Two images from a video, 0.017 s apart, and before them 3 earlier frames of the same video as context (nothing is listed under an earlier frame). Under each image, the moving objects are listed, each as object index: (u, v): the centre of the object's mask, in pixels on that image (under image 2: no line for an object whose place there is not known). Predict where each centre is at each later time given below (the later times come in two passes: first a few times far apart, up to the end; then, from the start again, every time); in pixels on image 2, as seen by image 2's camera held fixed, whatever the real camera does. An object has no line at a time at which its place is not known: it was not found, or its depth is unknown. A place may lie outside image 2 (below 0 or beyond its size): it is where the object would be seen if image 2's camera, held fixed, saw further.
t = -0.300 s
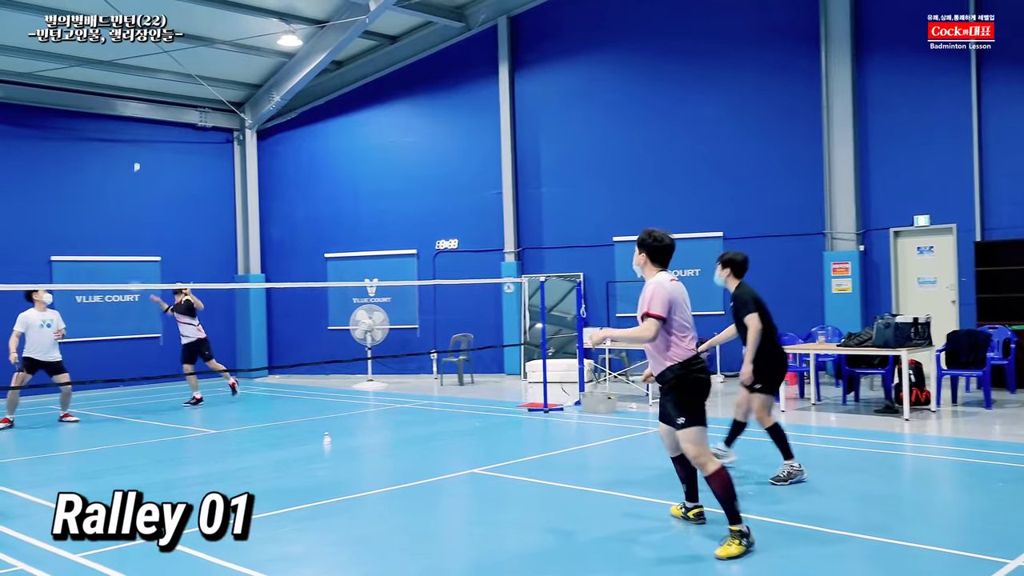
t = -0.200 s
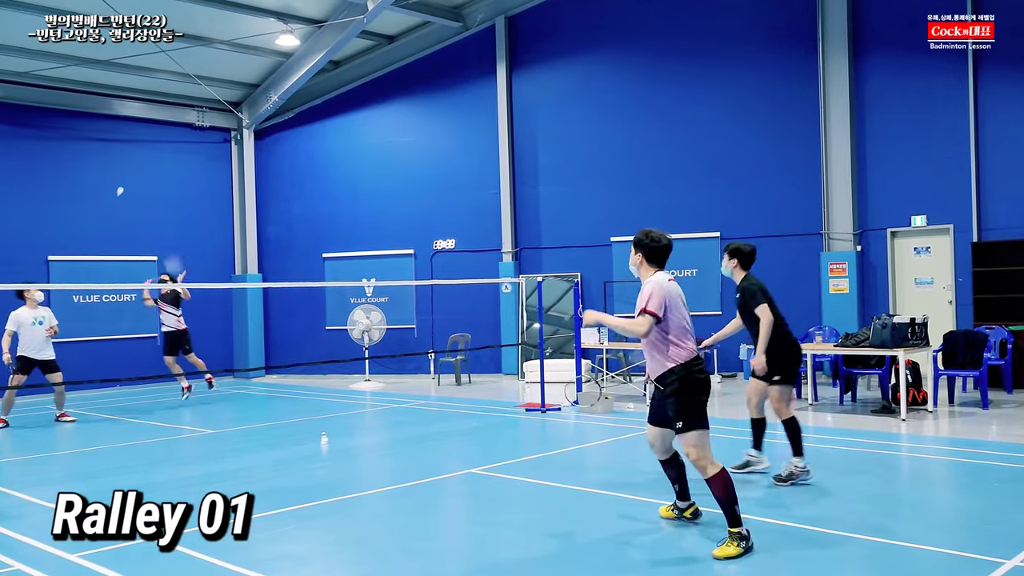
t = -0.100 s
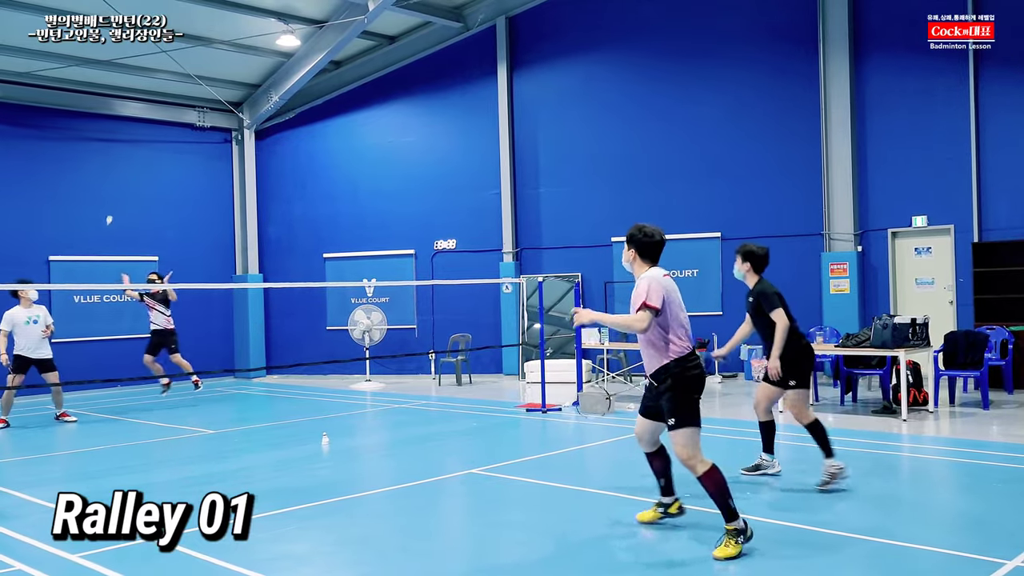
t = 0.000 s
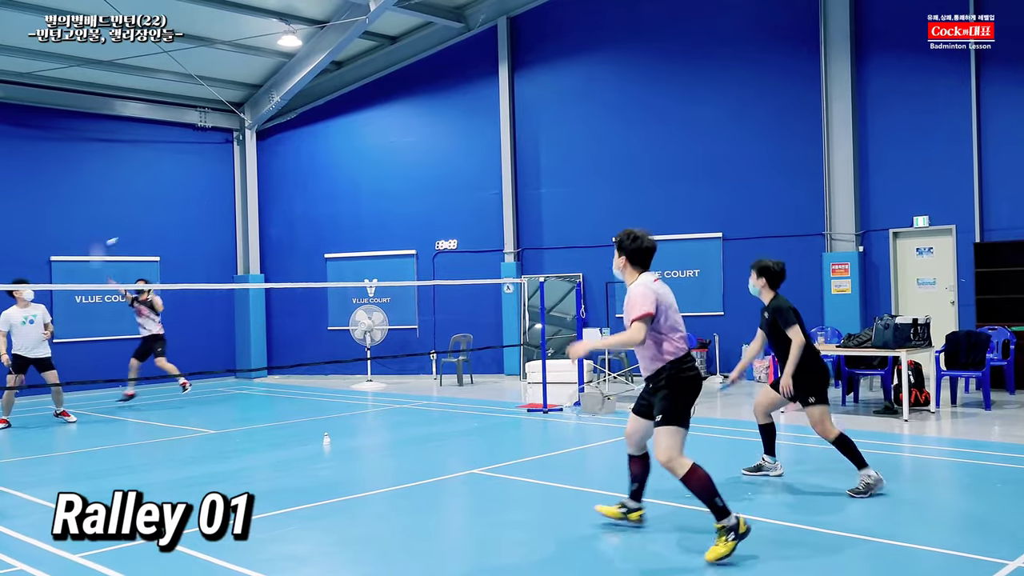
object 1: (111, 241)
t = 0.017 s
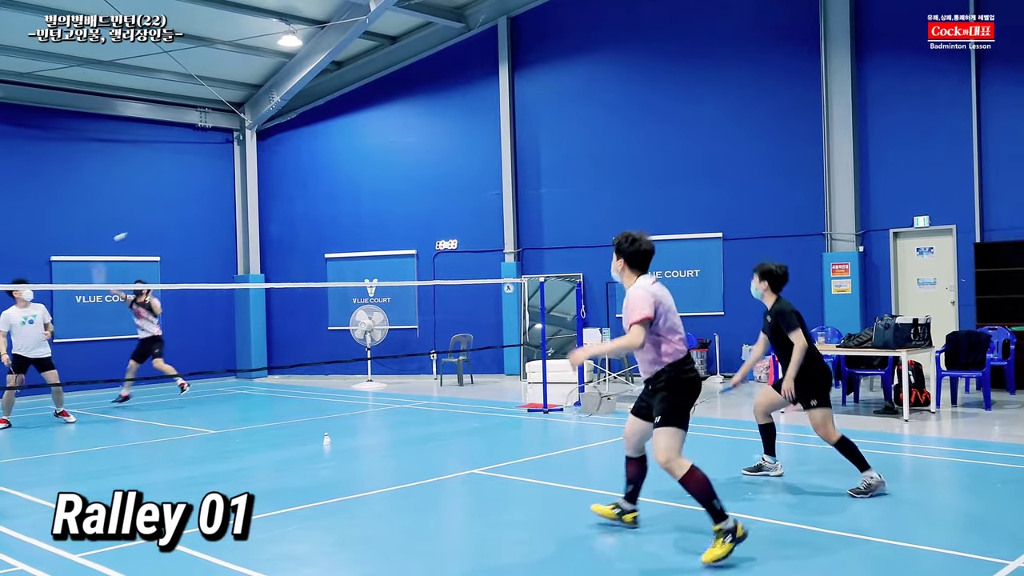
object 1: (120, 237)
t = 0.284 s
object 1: (228, 194)
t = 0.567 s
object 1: (316, 225)
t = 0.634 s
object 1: (334, 244)
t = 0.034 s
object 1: (129, 231)
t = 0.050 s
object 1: (138, 226)
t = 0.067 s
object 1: (145, 222)
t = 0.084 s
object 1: (152, 218)
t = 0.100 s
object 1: (159, 214)
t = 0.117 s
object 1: (166, 211)
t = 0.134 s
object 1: (172, 208)
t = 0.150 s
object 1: (179, 206)
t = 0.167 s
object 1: (186, 203)
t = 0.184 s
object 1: (192, 201)
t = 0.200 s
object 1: (198, 199)
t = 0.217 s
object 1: (204, 198)
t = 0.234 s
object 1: (211, 197)
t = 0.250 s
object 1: (216, 196)
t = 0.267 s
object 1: (222, 195)
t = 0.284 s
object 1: (228, 194)
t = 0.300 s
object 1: (233, 194)
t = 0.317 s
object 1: (240, 194)
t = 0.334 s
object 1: (244, 194)
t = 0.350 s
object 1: (249, 194)
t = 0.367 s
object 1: (258, 196)
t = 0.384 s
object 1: (262, 197)
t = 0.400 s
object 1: (267, 198)
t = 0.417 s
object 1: (272, 199)
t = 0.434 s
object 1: (277, 201)
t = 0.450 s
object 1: (282, 203)
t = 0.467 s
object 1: (287, 205)
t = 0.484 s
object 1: (292, 208)
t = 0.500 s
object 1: (297, 211)
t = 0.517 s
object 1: (302, 214)
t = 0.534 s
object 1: (307, 217)
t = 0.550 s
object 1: (311, 221)
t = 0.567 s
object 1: (316, 225)
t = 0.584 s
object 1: (321, 229)
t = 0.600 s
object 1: (325, 234)
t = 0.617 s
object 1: (330, 239)
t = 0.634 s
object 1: (334, 244)
